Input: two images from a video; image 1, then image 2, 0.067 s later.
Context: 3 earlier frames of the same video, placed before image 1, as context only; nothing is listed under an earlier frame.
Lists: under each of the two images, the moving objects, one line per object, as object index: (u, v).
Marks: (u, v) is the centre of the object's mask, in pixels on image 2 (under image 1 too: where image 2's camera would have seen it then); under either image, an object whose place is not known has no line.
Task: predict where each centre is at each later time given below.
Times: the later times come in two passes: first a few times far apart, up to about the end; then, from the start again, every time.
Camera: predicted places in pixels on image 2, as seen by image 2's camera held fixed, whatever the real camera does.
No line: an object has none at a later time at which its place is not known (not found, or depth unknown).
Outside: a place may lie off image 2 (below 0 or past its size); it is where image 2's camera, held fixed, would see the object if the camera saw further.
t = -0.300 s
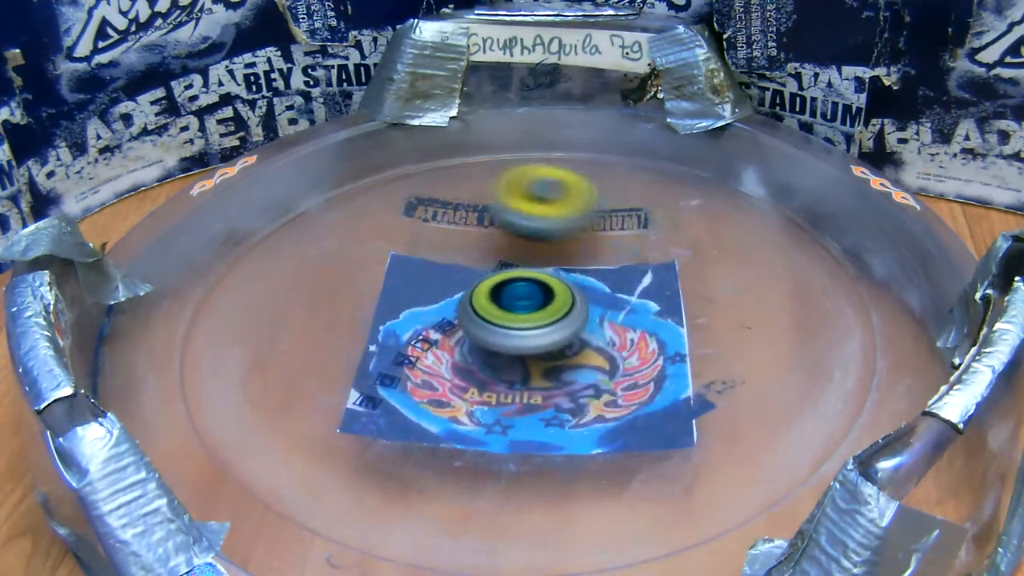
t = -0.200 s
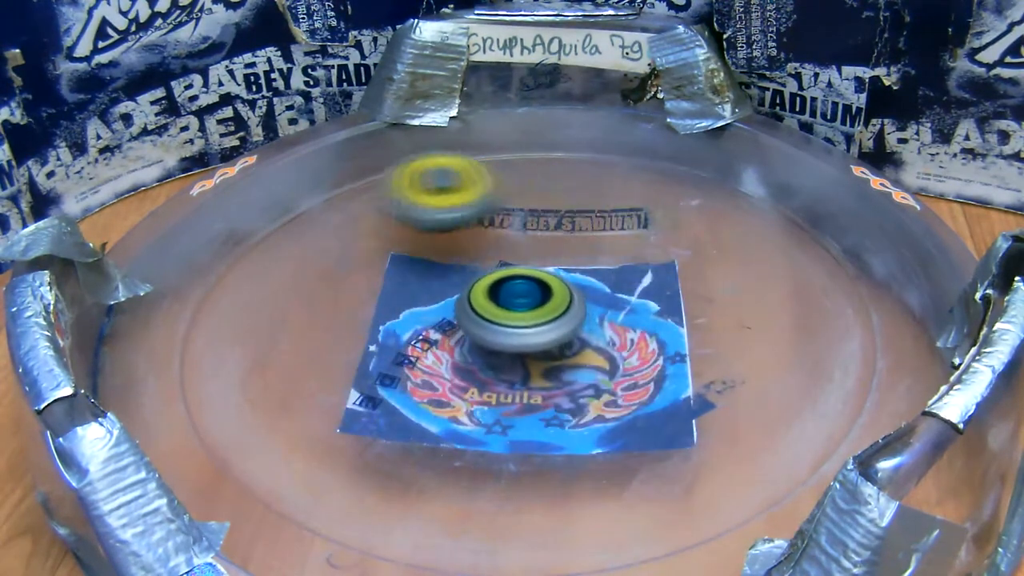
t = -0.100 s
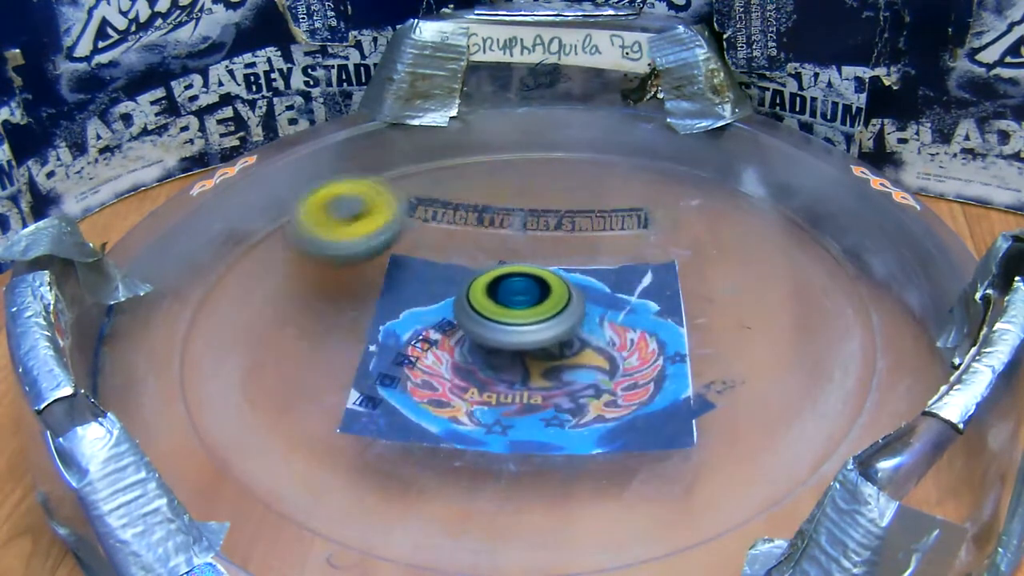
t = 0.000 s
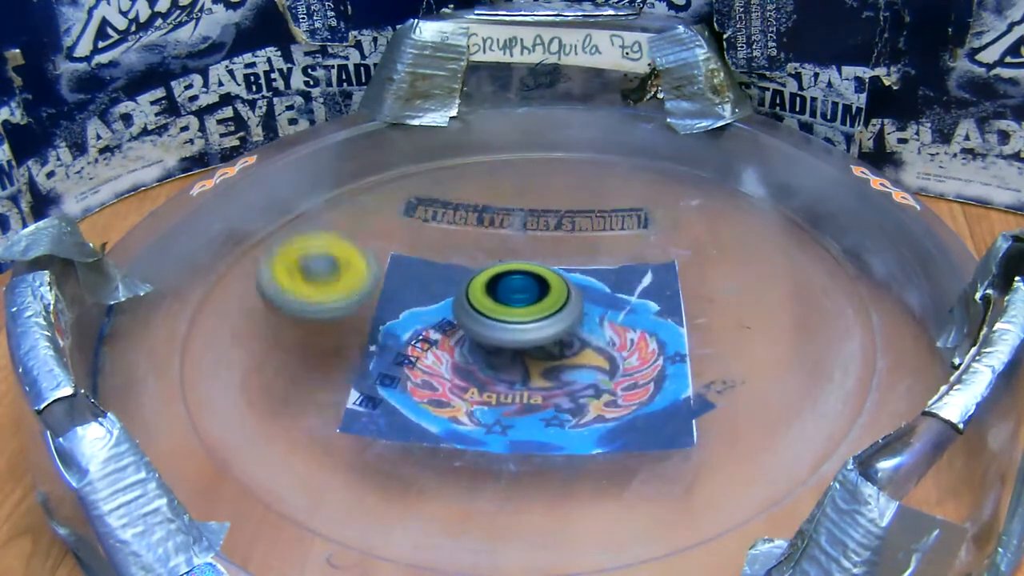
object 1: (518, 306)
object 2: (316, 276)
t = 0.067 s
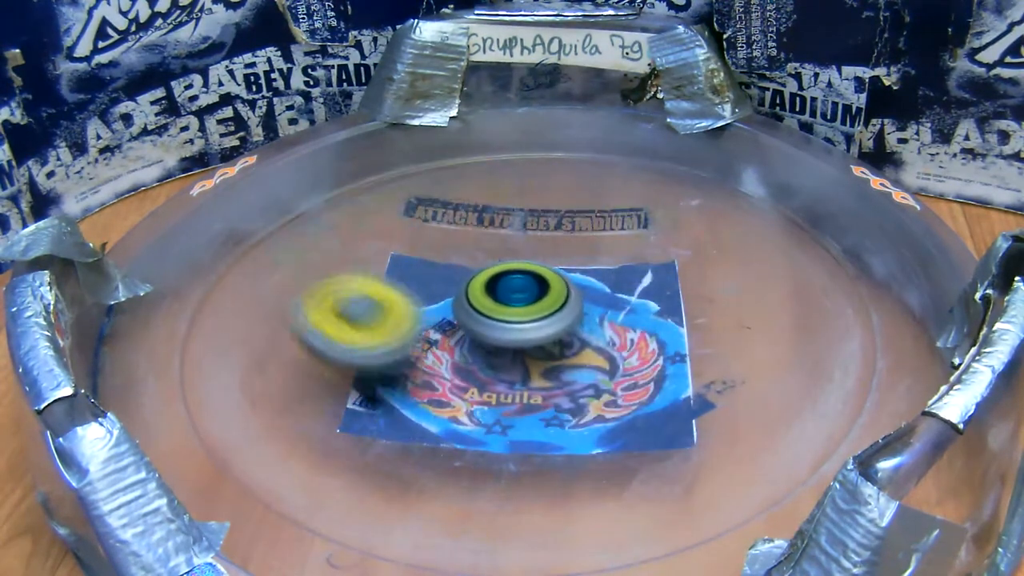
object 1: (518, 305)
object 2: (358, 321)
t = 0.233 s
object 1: (518, 300)
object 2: (566, 374)
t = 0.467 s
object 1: (534, 304)
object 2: (707, 240)
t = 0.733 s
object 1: (549, 301)
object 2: (496, 196)
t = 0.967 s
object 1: (558, 297)
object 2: (459, 352)
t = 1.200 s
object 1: (551, 301)
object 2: (718, 376)
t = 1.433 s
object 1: (544, 312)
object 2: (700, 248)
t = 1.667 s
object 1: (536, 334)
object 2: (474, 226)
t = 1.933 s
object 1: (550, 334)
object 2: (404, 356)
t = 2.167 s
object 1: (565, 308)
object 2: (623, 408)
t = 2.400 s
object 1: (535, 296)
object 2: (671, 279)
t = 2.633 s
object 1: (491, 300)
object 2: (530, 213)
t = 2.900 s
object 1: (518, 340)
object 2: (371, 247)
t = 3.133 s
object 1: (617, 323)
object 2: (432, 333)
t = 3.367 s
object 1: (738, 236)
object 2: (413, 357)
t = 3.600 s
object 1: (682, 207)
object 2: (508, 365)
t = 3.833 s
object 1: (618, 217)
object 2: (469, 287)
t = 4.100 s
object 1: (546, 261)
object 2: (428, 328)
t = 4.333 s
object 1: (552, 264)
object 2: (522, 379)
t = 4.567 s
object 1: (517, 289)
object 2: (617, 336)
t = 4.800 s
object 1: (422, 280)
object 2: (686, 295)
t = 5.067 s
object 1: (403, 302)
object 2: (558, 307)
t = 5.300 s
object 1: (373, 298)
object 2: (648, 360)
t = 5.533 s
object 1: (426, 304)
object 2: (641, 319)
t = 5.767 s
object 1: (447, 265)
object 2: (663, 352)
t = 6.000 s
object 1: (507, 279)
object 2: (675, 321)
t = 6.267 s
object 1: (536, 291)
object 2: (603, 357)
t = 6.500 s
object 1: (560, 312)
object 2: (592, 384)
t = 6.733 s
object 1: (577, 295)
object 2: (550, 418)
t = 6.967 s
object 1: (554, 287)
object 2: (492, 443)
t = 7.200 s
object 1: (525, 296)
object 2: (498, 400)
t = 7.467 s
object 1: (511, 299)
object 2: (572, 365)
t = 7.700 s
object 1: (515, 315)
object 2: (658, 338)
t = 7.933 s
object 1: (513, 322)
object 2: (657, 297)
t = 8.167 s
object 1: (505, 323)
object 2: (615, 270)
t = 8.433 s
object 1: (498, 319)
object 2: (626, 249)
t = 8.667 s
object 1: (493, 322)
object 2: (639, 263)
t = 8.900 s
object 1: (492, 327)
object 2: (632, 287)
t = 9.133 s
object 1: (486, 329)
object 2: (623, 291)
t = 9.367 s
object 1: (496, 325)
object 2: (622, 287)
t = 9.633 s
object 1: (513, 315)
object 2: (651, 314)
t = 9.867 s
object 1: (531, 309)
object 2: (632, 329)
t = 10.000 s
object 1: (534, 301)
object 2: (602, 347)
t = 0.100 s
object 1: (519, 305)
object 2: (389, 342)
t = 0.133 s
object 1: (522, 303)
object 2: (432, 360)
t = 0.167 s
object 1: (523, 300)
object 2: (474, 371)
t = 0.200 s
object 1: (521, 298)
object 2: (520, 376)
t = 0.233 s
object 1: (518, 300)
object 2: (566, 374)
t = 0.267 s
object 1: (520, 303)
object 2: (604, 364)
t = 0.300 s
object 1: (524, 304)
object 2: (644, 348)
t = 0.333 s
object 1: (526, 305)
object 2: (673, 329)
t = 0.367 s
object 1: (528, 305)
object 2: (695, 308)
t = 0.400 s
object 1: (530, 304)
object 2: (710, 286)
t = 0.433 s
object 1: (532, 304)
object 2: (711, 261)
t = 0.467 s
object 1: (534, 304)
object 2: (707, 240)
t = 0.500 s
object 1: (536, 304)
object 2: (692, 217)
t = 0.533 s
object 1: (539, 304)
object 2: (678, 203)
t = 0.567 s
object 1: (541, 303)
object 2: (654, 190)
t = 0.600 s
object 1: (543, 302)
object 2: (624, 181)
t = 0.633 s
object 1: (546, 302)
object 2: (593, 176)
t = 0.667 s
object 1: (547, 301)
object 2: (560, 178)
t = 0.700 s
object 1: (548, 301)
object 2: (527, 185)
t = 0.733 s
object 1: (549, 301)
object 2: (496, 196)
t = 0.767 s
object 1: (551, 300)
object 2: (464, 217)
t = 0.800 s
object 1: (552, 300)
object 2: (445, 237)
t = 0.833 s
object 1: (552, 299)
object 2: (428, 259)
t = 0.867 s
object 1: (553, 299)
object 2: (421, 283)
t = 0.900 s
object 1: (554, 299)
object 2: (425, 306)
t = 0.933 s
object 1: (556, 298)
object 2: (437, 329)
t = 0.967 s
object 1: (558, 297)
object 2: (459, 352)
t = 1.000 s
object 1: (556, 297)
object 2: (488, 372)
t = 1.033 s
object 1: (555, 297)
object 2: (523, 387)
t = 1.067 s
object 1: (554, 299)
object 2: (560, 396)
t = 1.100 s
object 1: (553, 299)
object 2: (604, 401)
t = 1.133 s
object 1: (552, 300)
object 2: (646, 399)
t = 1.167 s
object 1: (552, 300)
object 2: (686, 390)
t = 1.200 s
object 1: (551, 301)
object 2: (718, 376)
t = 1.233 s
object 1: (550, 302)
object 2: (741, 357)
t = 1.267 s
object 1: (549, 303)
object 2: (758, 334)
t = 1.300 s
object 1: (548, 305)
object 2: (765, 311)
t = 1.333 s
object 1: (547, 307)
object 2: (761, 294)
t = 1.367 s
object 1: (546, 309)
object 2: (747, 275)
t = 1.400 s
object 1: (545, 310)
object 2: (728, 260)
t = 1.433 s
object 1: (544, 312)
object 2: (700, 248)
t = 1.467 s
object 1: (543, 313)
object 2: (669, 241)
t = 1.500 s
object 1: (543, 314)
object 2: (631, 237)
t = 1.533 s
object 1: (543, 316)
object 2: (595, 236)
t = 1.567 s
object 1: (539, 323)
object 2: (563, 228)
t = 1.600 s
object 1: (537, 329)
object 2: (540, 222)
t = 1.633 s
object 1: (536, 332)
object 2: (512, 221)
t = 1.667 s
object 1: (536, 334)
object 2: (474, 226)
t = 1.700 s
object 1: (538, 336)
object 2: (447, 232)
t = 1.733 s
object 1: (540, 337)
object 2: (421, 242)
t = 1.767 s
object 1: (542, 337)
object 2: (394, 258)
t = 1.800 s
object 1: (544, 337)
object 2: (377, 274)
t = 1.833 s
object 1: (545, 337)
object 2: (368, 292)
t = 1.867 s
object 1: (547, 336)
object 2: (371, 314)
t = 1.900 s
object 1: (548, 335)
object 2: (383, 334)
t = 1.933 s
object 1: (550, 334)
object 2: (404, 356)
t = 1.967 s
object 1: (552, 332)
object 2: (435, 372)
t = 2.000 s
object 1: (557, 327)
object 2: (463, 388)
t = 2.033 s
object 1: (564, 322)
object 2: (485, 402)
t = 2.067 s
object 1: (570, 317)
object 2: (516, 411)
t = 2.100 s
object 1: (571, 313)
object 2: (550, 416)
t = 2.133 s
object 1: (569, 310)
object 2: (585, 416)
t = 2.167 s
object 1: (565, 308)
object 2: (623, 408)
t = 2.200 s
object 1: (562, 305)
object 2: (650, 397)
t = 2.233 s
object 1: (558, 303)
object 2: (674, 378)
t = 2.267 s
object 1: (555, 301)
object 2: (688, 360)
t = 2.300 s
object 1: (551, 299)
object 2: (693, 335)
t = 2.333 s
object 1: (548, 298)
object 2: (691, 315)
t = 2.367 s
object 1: (543, 297)
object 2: (678, 297)
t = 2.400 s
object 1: (535, 296)
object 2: (671, 279)
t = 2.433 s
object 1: (519, 294)
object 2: (671, 263)
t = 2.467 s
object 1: (508, 293)
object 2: (661, 248)
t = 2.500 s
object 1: (502, 294)
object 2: (641, 235)
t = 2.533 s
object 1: (498, 295)
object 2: (620, 225)
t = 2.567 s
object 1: (496, 296)
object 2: (591, 216)
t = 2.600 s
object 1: (492, 298)
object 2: (561, 212)
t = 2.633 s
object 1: (491, 300)
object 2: (530, 213)
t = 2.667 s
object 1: (490, 302)
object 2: (499, 218)
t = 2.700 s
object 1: (486, 313)
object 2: (474, 214)
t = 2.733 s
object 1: (486, 324)
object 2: (456, 208)
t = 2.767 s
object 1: (489, 332)
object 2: (440, 207)
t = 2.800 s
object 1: (495, 336)
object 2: (422, 211)
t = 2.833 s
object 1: (503, 339)
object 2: (401, 218)
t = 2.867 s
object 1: (510, 339)
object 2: (383, 231)
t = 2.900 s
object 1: (518, 340)
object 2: (371, 247)
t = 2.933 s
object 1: (525, 339)
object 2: (370, 265)
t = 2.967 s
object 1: (531, 337)
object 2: (382, 285)
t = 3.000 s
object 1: (538, 335)
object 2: (401, 303)
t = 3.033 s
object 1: (562, 335)
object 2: (403, 310)
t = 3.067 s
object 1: (589, 333)
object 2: (402, 316)
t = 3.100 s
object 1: (607, 329)
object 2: (412, 324)
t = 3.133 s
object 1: (617, 323)
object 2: (432, 333)
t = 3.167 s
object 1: (624, 317)
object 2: (456, 340)
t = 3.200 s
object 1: (628, 311)
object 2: (488, 345)
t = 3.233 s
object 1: (632, 306)
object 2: (510, 345)
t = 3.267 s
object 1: (676, 283)
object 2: (471, 350)
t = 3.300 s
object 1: (711, 263)
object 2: (440, 350)
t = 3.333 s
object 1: (729, 247)
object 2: (423, 352)
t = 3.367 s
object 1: (738, 236)
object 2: (413, 357)
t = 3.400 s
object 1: (736, 228)
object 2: (413, 362)
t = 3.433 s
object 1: (730, 222)
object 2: (418, 370)
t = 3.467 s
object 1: (722, 217)
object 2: (429, 377)
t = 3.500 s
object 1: (713, 213)
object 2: (446, 381)
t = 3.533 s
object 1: (706, 209)
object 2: (469, 379)
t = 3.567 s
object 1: (695, 208)
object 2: (491, 374)
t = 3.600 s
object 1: (682, 207)
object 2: (508, 365)
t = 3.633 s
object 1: (670, 208)
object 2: (521, 353)
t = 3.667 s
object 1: (656, 211)
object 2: (532, 338)
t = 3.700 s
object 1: (643, 214)
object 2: (536, 324)
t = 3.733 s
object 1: (630, 219)
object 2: (535, 309)
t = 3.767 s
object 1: (616, 225)
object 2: (532, 293)
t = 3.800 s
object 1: (614, 222)
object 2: (503, 289)
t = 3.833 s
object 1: (618, 217)
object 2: (469, 287)
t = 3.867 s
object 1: (614, 218)
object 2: (446, 285)
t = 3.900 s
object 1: (605, 221)
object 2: (425, 287)
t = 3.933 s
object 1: (594, 226)
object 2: (407, 290)
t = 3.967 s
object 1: (584, 231)
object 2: (393, 296)
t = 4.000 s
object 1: (573, 238)
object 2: (388, 304)
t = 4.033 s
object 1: (564, 245)
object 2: (391, 314)
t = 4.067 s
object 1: (554, 254)
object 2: (404, 322)
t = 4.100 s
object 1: (546, 261)
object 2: (428, 328)
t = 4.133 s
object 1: (540, 269)
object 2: (450, 331)
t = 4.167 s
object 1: (540, 270)
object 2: (462, 336)
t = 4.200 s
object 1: (544, 271)
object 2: (473, 344)
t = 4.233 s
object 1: (545, 272)
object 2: (491, 347)
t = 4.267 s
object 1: (543, 274)
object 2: (505, 354)
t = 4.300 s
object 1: (549, 268)
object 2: (510, 367)
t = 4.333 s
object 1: (552, 264)
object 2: (522, 379)
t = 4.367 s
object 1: (552, 265)
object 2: (544, 384)
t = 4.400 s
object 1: (548, 269)
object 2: (564, 384)
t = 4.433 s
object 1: (542, 273)
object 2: (584, 380)
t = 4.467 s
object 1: (537, 277)
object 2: (599, 370)
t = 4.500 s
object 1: (531, 282)
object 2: (609, 358)
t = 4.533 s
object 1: (526, 287)
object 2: (613, 345)
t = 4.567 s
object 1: (517, 289)
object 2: (617, 336)
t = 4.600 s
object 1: (509, 289)
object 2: (621, 329)
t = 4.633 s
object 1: (503, 292)
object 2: (620, 320)
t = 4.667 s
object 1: (482, 288)
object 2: (637, 317)
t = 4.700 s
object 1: (457, 281)
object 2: (660, 316)
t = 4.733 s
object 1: (441, 277)
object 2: (673, 312)
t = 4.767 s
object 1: (430, 278)
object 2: (682, 305)
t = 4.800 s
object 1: (422, 280)
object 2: (686, 295)
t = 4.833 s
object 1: (415, 282)
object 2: (681, 287)
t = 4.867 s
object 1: (410, 284)
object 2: (669, 283)
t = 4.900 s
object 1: (406, 287)
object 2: (653, 280)
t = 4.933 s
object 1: (402, 290)
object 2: (635, 281)
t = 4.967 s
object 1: (400, 293)
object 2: (615, 285)
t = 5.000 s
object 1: (400, 296)
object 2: (594, 290)
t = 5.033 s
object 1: (400, 299)
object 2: (574, 298)
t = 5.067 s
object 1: (403, 302)
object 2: (558, 307)
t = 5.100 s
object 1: (407, 305)
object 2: (543, 316)
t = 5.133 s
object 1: (393, 301)
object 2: (556, 327)
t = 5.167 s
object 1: (376, 296)
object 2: (579, 345)
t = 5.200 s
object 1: (371, 295)
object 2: (599, 352)
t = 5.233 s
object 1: (370, 296)
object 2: (613, 356)
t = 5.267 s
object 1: (371, 297)
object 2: (632, 359)
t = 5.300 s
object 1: (373, 298)
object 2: (648, 360)
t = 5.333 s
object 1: (377, 299)
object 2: (664, 357)
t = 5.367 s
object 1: (383, 300)
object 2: (676, 351)
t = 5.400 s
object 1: (390, 301)
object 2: (682, 343)
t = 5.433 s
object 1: (398, 302)
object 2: (680, 335)
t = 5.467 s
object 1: (407, 302)
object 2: (671, 328)
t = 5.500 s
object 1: (417, 303)
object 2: (656, 323)
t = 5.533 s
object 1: (426, 304)
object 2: (641, 319)
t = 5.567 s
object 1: (438, 304)
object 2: (621, 316)
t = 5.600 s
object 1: (448, 305)
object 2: (601, 315)
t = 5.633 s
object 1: (455, 304)
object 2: (587, 316)
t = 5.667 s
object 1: (443, 289)
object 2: (614, 334)
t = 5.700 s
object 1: (437, 277)
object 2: (632, 344)
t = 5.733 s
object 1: (440, 269)
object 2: (650, 350)
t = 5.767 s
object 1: (447, 265)
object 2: (663, 352)
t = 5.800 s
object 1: (456, 265)
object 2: (675, 351)
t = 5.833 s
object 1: (463, 265)
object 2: (689, 348)
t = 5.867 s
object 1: (471, 267)
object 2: (699, 342)
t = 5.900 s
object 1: (480, 269)
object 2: (703, 335)
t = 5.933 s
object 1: (488, 273)
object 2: (698, 329)
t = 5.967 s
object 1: (497, 275)
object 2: (688, 323)
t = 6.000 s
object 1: (507, 279)
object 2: (675, 321)
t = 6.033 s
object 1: (516, 283)
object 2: (658, 319)
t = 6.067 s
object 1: (523, 285)
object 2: (639, 317)
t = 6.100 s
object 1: (524, 285)
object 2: (632, 321)
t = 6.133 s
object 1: (524, 284)
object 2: (624, 327)
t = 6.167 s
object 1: (525, 284)
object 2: (618, 334)
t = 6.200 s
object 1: (528, 287)
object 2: (612, 341)
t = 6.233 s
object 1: (532, 289)
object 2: (605, 350)
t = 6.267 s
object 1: (536, 291)
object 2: (603, 357)
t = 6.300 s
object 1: (540, 295)
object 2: (601, 365)
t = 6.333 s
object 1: (544, 298)
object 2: (600, 371)
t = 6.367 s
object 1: (548, 301)
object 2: (599, 377)
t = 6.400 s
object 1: (551, 304)
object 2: (598, 382)
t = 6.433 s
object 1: (554, 308)
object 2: (596, 385)
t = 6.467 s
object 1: (557, 311)
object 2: (595, 385)
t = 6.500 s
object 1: (560, 312)
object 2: (592, 384)
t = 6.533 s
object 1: (563, 312)
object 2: (589, 386)
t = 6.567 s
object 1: (566, 311)
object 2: (585, 388)
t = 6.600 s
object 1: (567, 312)
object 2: (581, 389)
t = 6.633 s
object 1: (568, 314)
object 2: (578, 388)
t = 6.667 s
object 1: (569, 314)
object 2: (574, 388)
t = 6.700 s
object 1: (573, 308)
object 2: (561, 402)
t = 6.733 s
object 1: (577, 295)
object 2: (550, 418)
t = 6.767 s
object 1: (577, 289)
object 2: (543, 424)
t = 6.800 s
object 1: (575, 288)
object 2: (536, 430)
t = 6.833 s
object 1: (571, 287)
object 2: (529, 435)
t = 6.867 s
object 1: (566, 286)
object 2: (520, 439)
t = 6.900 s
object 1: (563, 287)
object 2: (511, 442)
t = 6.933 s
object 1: (557, 286)
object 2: (501, 443)
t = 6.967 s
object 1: (554, 287)
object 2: (492, 443)
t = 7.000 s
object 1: (549, 287)
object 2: (487, 440)
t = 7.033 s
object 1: (544, 288)
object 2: (482, 436)
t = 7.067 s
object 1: (540, 290)
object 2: (483, 430)
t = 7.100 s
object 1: (536, 291)
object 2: (484, 423)
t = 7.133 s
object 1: (532, 293)
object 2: (486, 415)
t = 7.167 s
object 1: (529, 294)
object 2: (491, 408)
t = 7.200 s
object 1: (525, 296)
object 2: (498, 400)
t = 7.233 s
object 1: (522, 298)
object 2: (504, 391)
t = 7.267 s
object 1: (520, 298)
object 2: (512, 383)
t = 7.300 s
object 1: (518, 297)
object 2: (520, 376)
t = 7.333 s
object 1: (515, 294)
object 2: (529, 371)
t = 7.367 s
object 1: (511, 292)
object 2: (537, 364)
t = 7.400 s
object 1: (509, 292)
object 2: (547, 363)
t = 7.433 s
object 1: (510, 295)
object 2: (558, 365)
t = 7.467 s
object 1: (511, 299)
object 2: (572, 365)
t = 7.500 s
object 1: (513, 303)
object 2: (586, 364)
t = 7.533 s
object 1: (514, 307)
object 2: (601, 362)
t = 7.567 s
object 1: (515, 310)
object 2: (613, 359)
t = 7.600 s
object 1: (517, 312)
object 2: (625, 353)
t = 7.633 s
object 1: (518, 316)
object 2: (635, 347)
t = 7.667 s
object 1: (519, 317)
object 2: (642, 341)
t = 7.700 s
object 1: (515, 315)
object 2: (658, 338)
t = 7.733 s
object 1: (514, 316)
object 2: (666, 331)
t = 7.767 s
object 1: (513, 317)
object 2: (675, 325)
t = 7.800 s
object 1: (512, 319)
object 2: (677, 319)
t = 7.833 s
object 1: (512, 320)
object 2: (677, 313)
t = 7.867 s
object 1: (512, 321)
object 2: (674, 306)
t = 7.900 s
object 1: (512, 321)
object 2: (667, 301)
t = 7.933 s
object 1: (513, 322)
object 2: (657, 297)
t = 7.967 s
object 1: (514, 322)
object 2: (648, 293)
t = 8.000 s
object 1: (510, 323)
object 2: (640, 289)
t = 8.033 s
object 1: (504, 322)
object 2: (642, 285)
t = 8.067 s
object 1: (502, 323)
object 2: (637, 280)
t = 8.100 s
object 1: (503, 323)
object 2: (632, 275)
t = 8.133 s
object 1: (503, 323)
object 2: (624, 272)
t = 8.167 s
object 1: (505, 323)
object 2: (615, 270)
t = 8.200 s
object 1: (497, 324)
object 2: (618, 265)
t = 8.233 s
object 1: (488, 323)
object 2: (628, 260)
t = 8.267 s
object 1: (485, 322)
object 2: (631, 256)
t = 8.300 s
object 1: (488, 321)
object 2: (632, 252)
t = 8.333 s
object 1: (489, 321)
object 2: (632, 250)
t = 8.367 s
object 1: (492, 320)
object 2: (632, 248)
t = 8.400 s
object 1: (495, 320)
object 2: (630, 248)
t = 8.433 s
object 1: (498, 319)
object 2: (626, 249)
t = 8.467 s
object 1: (502, 318)
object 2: (619, 253)
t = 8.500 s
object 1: (506, 317)
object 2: (613, 257)
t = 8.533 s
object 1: (502, 319)
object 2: (616, 259)
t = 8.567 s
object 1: (490, 320)
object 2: (632, 258)
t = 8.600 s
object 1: (487, 320)
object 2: (639, 259)
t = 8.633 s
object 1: (489, 320)
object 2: (639, 260)
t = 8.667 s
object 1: (493, 322)
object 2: (639, 263)
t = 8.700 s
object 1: (495, 323)
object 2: (639, 266)
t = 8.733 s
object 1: (499, 323)
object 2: (635, 273)
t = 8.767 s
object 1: (504, 325)
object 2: (628, 277)
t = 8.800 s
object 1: (502, 324)
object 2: (627, 278)
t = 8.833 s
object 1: (493, 325)
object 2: (636, 277)
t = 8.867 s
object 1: (492, 325)
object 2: (639, 283)
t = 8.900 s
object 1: (492, 327)
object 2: (632, 287)
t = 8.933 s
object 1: (493, 327)
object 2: (625, 288)
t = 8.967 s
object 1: (494, 329)
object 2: (617, 291)
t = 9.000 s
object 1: (493, 329)
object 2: (615, 291)
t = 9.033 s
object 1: (492, 329)
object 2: (618, 292)
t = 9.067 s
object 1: (492, 330)
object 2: (617, 295)
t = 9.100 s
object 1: (489, 330)
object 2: (618, 294)
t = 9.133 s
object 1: (486, 329)
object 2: (623, 291)
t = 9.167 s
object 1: (487, 330)
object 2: (629, 289)
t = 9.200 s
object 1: (487, 329)
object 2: (632, 287)
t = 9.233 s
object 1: (489, 328)
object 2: (633, 285)
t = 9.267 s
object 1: (491, 328)
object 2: (630, 286)
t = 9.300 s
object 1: (494, 326)
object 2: (627, 286)
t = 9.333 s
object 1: (498, 327)
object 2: (622, 286)
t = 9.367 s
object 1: (496, 325)
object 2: (622, 287)
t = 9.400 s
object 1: (499, 324)
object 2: (622, 288)
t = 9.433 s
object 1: (501, 323)
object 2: (623, 289)
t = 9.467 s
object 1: (504, 322)
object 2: (635, 292)
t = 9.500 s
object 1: (505, 321)
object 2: (638, 297)
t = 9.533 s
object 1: (508, 319)
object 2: (640, 301)
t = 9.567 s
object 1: (510, 318)
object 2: (644, 306)
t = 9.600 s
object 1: (514, 317)
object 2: (646, 310)
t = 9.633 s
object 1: (513, 315)
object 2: (651, 314)
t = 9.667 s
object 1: (517, 313)
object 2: (653, 318)
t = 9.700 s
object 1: (521, 314)
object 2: (653, 322)
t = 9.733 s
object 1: (523, 313)
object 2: (649, 324)
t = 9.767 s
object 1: (525, 313)
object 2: (645, 326)
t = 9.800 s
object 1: (528, 313)
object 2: (642, 326)
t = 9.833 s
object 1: (528, 311)
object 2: (637, 329)
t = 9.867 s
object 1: (531, 309)
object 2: (632, 329)
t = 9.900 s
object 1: (532, 305)
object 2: (626, 333)
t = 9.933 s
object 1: (533, 301)
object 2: (618, 336)
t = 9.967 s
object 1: (536, 298)
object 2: (608, 345)
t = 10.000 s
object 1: (534, 301)
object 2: (602, 347)
